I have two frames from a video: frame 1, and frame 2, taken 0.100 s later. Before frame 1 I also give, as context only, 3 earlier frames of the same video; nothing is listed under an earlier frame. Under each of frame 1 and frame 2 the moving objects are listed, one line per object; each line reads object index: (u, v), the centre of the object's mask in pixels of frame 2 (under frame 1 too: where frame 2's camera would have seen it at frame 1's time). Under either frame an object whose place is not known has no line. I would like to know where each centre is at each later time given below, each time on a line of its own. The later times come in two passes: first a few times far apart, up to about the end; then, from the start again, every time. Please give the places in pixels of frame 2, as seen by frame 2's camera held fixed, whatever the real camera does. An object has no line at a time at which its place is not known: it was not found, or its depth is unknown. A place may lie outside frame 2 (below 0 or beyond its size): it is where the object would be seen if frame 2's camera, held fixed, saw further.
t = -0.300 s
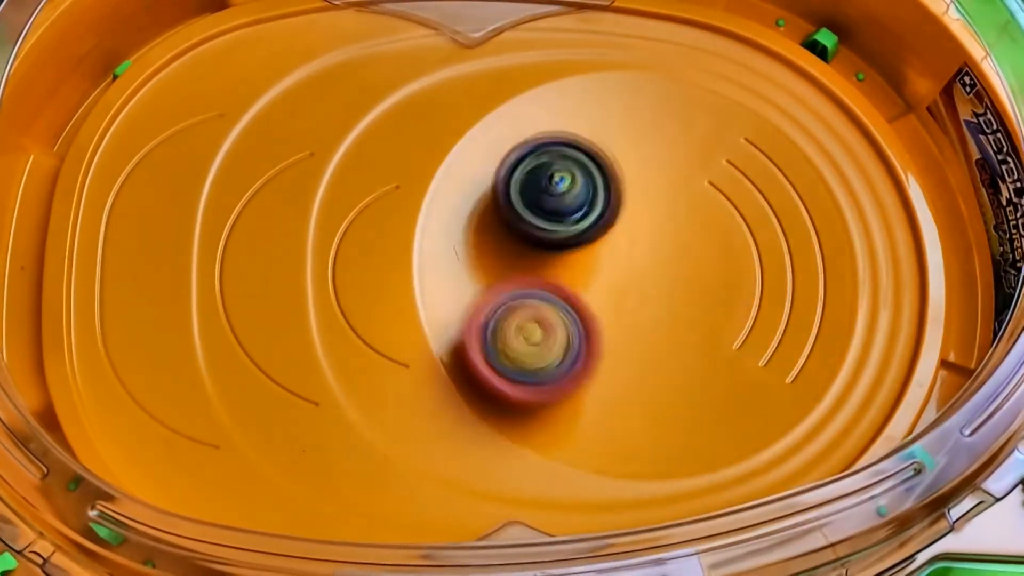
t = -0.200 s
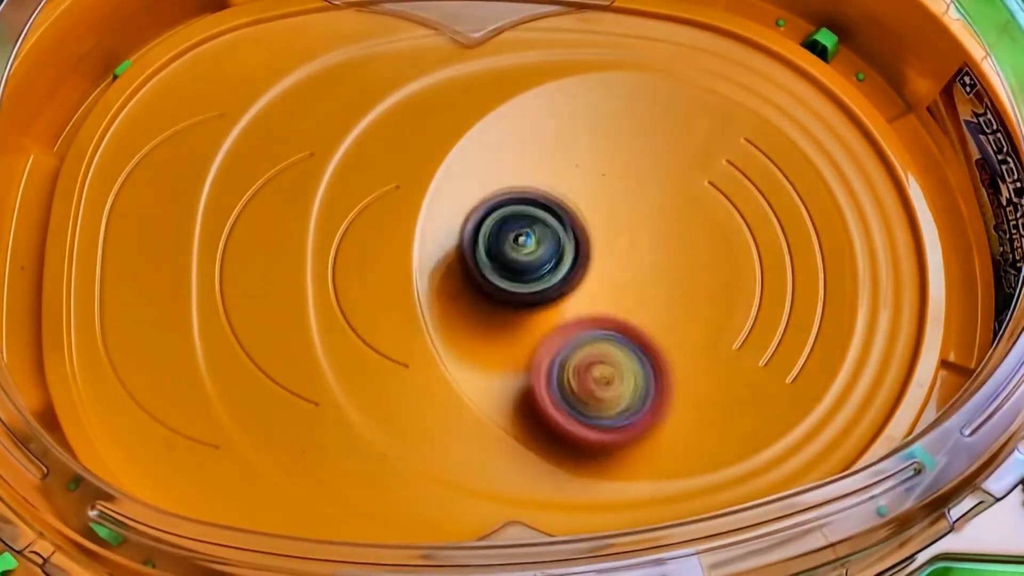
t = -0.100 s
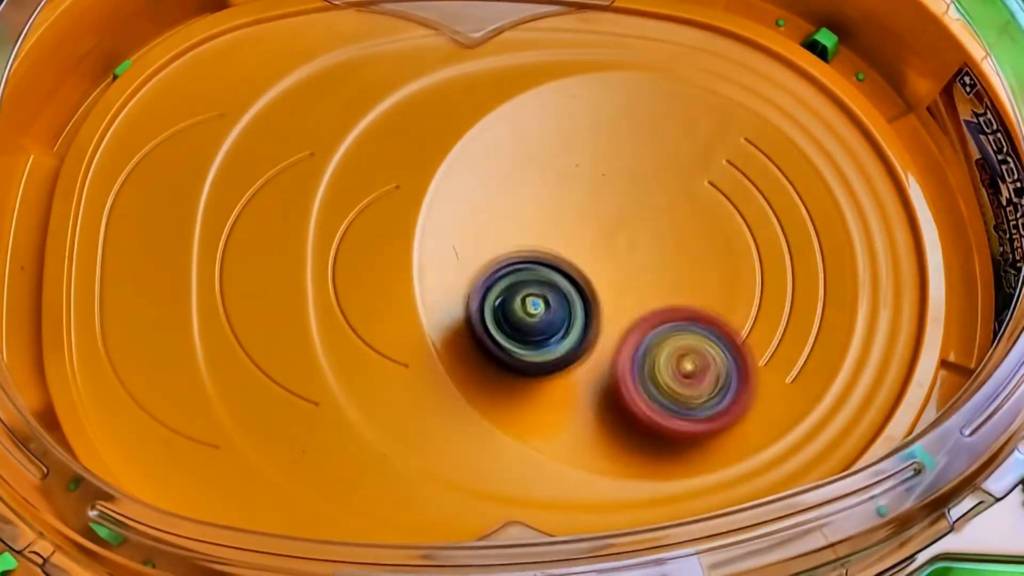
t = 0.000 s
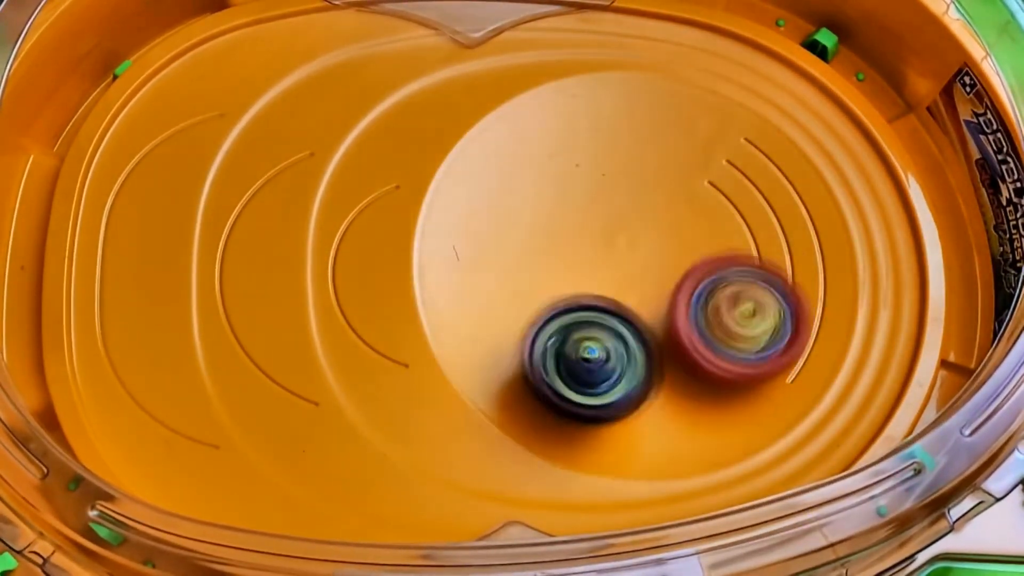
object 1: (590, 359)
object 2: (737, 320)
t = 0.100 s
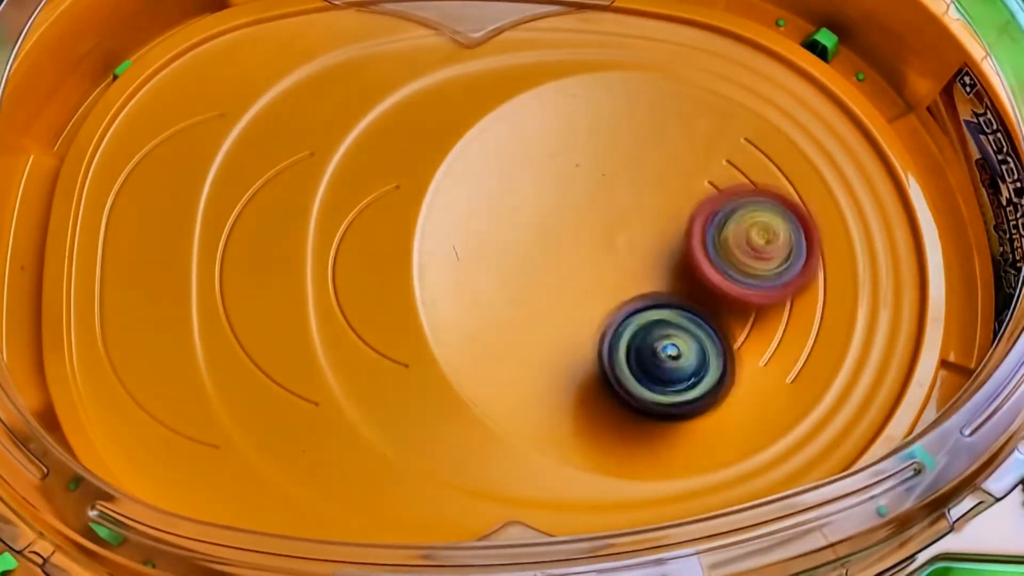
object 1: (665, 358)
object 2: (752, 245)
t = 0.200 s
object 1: (719, 310)
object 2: (725, 175)
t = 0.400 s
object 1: (745, 241)
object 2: (580, 53)
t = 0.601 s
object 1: (756, 255)
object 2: (455, 71)
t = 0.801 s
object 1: (688, 258)
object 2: (418, 111)
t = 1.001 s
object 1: (615, 322)
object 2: (419, 119)
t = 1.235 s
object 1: (648, 342)
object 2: (504, 167)
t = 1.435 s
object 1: (705, 326)
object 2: (551, 169)
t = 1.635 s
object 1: (710, 256)
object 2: (575, 123)
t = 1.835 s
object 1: (615, 258)
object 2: (601, 83)
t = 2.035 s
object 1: (606, 334)
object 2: (601, 82)
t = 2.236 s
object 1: (664, 304)
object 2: (650, 167)
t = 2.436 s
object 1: (599, 326)
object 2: (745, 199)
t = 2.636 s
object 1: (542, 357)
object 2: (766, 269)
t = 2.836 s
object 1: (547, 335)
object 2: (733, 333)
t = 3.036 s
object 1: (588, 241)
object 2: (658, 368)
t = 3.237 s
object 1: (630, 176)
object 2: (579, 345)
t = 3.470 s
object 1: (711, 142)
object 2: (534, 266)
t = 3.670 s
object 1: (751, 162)
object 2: (553, 200)
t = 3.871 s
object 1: (727, 228)
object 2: (613, 165)
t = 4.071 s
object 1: (678, 298)
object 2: (674, 169)
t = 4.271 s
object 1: (608, 307)
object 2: (714, 223)
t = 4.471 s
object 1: (557, 257)
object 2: (702, 287)
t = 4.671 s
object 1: (569, 195)
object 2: (644, 318)
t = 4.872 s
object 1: (630, 168)
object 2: (580, 301)
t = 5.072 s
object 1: (691, 196)
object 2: (553, 248)
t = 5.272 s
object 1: (709, 255)
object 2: (579, 198)
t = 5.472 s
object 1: (665, 304)
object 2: (640, 181)
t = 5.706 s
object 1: (577, 283)
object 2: (704, 226)
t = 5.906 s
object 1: (562, 220)
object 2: (699, 282)
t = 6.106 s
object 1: (608, 180)
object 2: (648, 314)
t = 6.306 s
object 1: (671, 189)
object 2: (589, 297)
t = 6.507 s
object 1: (705, 239)
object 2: (567, 248)
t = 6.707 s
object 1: (685, 294)
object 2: (591, 203)
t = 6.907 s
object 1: (619, 315)
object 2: (645, 186)
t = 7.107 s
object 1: (576, 281)
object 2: (687, 217)
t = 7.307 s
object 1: (575, 223)
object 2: (703, 266)
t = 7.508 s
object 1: (603, 161)
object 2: (689, 338)
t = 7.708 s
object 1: (644, 181)
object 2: (639, 318)
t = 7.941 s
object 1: (710, 198)
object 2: (488, 307)
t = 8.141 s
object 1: (663, 234)
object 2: (504, 300)
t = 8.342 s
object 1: (683, 261)
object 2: (505, 249)
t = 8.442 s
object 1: (699, 266)
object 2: (513, 241)
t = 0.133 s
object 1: (686, 346)
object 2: (746, 220)
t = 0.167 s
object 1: (705, 329)
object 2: (738, 197)
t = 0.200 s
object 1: (719, 310)
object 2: (725, 175)
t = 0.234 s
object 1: (728, 289)
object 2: (710, 158)
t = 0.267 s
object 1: (733, 265)
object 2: (691, 143)
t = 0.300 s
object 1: (733, 241)
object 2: (671, 132)
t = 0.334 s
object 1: (731, 220)
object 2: (648, 122)
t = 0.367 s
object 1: (740, 231)
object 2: (613, 85)
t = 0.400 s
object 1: (745, 241)
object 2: (580, 53)
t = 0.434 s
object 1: (749, 247)
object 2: (549, 37)
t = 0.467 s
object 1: (753, 249)
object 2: (519, 29)
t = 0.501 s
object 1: (757, 253)
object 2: (502, 29)
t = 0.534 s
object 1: (758, 254)
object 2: (482, 41)
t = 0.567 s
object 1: (759, 255)
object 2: (467, 54)
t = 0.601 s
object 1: (756, 255)
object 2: (455, 71)
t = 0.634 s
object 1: (751, 256)
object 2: (445, 87)
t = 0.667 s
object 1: (743, 256)
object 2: (437, 100)
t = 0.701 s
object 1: (734, 255)
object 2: (430, 109)
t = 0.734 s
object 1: (720, 254)
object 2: (426, 113)
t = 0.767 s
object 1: (705, 255)
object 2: (422, 113)
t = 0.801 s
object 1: (688, 258)
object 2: (418, 111)
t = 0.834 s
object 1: (672, 264)
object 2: (414, 110)
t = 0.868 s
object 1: (657, 274)
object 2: (412, 110)
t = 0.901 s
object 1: (643, 284)
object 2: (411, 112)
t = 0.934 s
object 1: (630, 297)
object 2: (411, 113)
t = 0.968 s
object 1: (621, 309)
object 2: (414, 116)
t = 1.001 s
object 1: (615, 322)
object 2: (419, 119)
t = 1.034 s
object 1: (614, 335)
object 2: (425, 122)
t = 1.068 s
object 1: (616, 346)
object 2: (433, 124)
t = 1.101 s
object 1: (622, 354)
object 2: (445, 125)
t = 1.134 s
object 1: (628, 356)
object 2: (458, 128)
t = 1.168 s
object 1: (635, 355)
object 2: (473, 136)
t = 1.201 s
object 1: (642, 351)
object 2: (489, 149)
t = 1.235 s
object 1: (648, 342)
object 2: (504, 167)
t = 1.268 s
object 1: (652, 329)
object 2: (519, 188)
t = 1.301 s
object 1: (652, 314)
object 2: (534, 208)
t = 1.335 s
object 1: (658, 311)
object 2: (544, 210)
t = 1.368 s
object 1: (678, 323)
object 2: (544, 193)
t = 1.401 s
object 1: (693, 327)
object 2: (548, 179)
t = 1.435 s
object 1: (705, 326)
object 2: (551, 169)
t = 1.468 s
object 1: (717, 321)
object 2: (555, 158)
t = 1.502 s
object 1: (725, 312)
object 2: (559, 149)
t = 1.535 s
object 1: (728, 300)
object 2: (563, 140)
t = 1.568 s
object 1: (727, 286)
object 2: (567, 133)
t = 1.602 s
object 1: (721, 271)
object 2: (570, 128)
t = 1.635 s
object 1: (710, 256)
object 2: (575, 123)
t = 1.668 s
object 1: (693, 244)
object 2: (580, 120)
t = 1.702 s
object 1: (675, 234)
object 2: (587, 119)
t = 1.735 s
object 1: (659, 228)
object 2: (595, 119)
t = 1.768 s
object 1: (642, 235)
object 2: (600, 107)
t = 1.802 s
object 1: (627, 247)
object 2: (601, 94)
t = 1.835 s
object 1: (615, 258)
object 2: (601, 83)
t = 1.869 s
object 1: (604, 271)
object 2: (600, 76)
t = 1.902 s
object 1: (598, 285)
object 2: (599, 72)
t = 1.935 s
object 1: (595, 299)
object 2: (599, 69)
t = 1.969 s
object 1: (595, 312)
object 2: (600, 69)
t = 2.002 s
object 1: (599, 324)
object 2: (601, 73)
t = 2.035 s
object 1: (606, 334)
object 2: (601, 82)
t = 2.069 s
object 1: (615, 341)
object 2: (605, 94)
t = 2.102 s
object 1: (628, 343)
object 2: (611, 108)
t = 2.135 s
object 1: (639, 340)
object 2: (618, 122)
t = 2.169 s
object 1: (651, 331)
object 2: (627, 137)
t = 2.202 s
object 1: (660, 319)
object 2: (638, 153)
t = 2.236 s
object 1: (664, 304)
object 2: (650, 167)
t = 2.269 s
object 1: (660, 291)
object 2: (662, 176)
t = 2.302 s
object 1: (646, 296)
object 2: (686, 175)
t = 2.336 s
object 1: (629, 302)
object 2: (710, 176)
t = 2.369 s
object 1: (617, 310)
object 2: (727, 181)
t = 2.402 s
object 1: (608, 318)
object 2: (737, 189)
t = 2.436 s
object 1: (599, 326)
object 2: (745, 199)
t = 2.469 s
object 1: (588, 334)
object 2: (753, 208)
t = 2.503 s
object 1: (579, 340)
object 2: (759, 220)
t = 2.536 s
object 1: (569, 345)
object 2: (763, 232)
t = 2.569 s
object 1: (560, 349)
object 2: (766, 244)
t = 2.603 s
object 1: (549, 354)
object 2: (766, 256)
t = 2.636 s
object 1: (542, 357)
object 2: (766, 269)
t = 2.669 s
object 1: (538, 359)
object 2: (764, 281)
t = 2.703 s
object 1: (535, 356)
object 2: (760, 293)
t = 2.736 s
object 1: (534, 354)
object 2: (755, 304)
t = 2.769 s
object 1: (537, 351)
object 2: (749, 314)
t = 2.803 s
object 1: (542, 343)
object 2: (741, 324)
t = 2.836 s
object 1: (547, 335)
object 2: (733, 333)
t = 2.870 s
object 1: (555, 323)
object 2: (723, 340)
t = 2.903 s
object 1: (564, 309)
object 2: (711, 347)
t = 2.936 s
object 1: (570, 293)
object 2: (699, 354)
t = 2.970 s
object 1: (577, 275)
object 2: (686, 360)
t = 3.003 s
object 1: (583, 256)
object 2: (673, 365)
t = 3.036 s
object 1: (588, 241)
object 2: (658, 368)
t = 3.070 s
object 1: (593, 228)
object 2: (644, 369)
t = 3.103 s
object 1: (599, 217)
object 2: (631, 367)
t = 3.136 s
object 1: (605, 205)
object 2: (617, 364)
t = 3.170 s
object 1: (613, 195)
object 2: (604, 359)
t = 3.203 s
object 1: (621, 185)
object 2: (591, 353)
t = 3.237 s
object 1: (630, 176)
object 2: (579, 345)
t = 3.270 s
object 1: (641, 168)
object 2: (568, 336)
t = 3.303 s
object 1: (651, 161)
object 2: (559, 325)
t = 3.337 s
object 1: (662, 155)
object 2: (551, 314)
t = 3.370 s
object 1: (675, 150)
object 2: (544, 303)
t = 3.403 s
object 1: (686, 146)
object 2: (539, 290)
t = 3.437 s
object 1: (698, 144)
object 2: (536, 278)
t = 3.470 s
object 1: (711, 142)
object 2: (534, 266)
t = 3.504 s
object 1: (722, 141)
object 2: (533, 253)
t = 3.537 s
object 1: (734, 142)
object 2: (535, 243)
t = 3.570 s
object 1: (745, 147)
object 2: (537, 230)
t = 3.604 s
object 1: (751, 153)
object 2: (541, 220)
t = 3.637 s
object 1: (752, 158)
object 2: (548, 209)
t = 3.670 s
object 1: (751, 162)
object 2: (553, 200)
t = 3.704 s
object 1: (756, 166)
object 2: (562, 193)
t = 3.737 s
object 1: (754, 177)
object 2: (571, 184)
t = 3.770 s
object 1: (751, 188)
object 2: (580, 178)
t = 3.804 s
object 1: (742, 203)
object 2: (591, 172)
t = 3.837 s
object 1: (735, 215)
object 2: (601, 168)
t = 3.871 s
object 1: (727, 228)
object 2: (613, 165)
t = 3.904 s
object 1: (719, 243)
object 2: (623, 161)
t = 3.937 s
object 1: (710, 259)
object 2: (633, 158)
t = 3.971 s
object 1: (702, 271)
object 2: (644, 157)
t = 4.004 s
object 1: (695, 281)
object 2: (653, 159)
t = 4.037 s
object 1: (688, 289)
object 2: (664, 164)
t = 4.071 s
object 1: (678, 298)
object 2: (674, 169)
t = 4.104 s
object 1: (669, 303)
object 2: (684, 176)
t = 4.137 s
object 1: (658, 308)
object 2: (692, 183)
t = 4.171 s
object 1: (646, 310)
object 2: (699, 193)
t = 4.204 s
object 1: (633, 310)
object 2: (707, 202)
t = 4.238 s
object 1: (620, 310)
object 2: (711, 213)
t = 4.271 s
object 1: (608, 307)
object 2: (714, 223)
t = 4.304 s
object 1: (597, 302)
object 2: (716, 235)
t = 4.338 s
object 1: (587, 297)
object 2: (716, 246)
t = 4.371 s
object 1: (577, 287)
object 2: (715, 257)
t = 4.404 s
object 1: (568, 279)
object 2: (712, 268)
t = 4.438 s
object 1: (562, 269)
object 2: (708, 278)
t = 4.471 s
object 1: (557, 257)
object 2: (702, 287)
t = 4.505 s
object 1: (555, 247)
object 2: (694, 295)
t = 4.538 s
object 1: (554, 235)
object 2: (685, 302)
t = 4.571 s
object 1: (555, 224)
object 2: (676, 308)
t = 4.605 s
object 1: (559, 214)
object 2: (666, 313)
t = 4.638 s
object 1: (563, 204)
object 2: (656, 316)
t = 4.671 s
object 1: (569, 195)
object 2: (644, 318)
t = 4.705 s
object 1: (577, 186)
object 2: (632, 319)
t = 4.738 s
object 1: (586, 181)
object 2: (621, 319)
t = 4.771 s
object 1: (596, 176)
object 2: (609, 316)
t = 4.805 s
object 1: (606, 172)
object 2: (599, 312)
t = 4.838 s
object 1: (618, 170)
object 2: (589, 307)
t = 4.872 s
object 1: (630, 168)
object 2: (580, 301)
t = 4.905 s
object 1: (640, 170)
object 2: (572, 294)
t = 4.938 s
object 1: (653, 172)
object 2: (565, 286)
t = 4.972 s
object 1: (664, 176)
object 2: (560, 278)
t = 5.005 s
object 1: (674, 182)
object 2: (557, 268)
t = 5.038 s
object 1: (683, 187)
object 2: (554, 258)
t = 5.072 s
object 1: (691, 196)
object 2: (553, 248)
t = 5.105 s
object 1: (699, 205)
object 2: (554, 239)
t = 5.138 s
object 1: (703, 213)
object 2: (555, 229)
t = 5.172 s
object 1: (707, 224)
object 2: (560, 221)
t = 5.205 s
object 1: (709, 234)
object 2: (564, 212)
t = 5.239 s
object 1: (709, 245)
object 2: (572, 206)
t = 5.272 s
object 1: (709, 255)
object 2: (579, 198)
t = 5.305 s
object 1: (704, 265)
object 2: (588, 192)
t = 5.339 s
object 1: (700, 275)
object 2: (598, 187)
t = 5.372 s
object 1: (693, 284)
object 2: (608, 184)
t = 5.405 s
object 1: (684, 292)
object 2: (619, 181)
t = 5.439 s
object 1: (676, 299)
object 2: (629, 181)
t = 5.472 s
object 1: (665, 304)
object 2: (640, 181)
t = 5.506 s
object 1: (654, 307)
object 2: (650, 184)
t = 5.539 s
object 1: (641, 308)
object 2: (661, 186)
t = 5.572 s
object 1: (630, 309)
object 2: (669, 190)
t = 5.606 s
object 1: (617, 308)
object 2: (678, 195)
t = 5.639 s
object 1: (594, 298)
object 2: (693, 208)
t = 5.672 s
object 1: (585, 291)
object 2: (699, 217)
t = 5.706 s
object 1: (577, 283)
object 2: (704, 226)
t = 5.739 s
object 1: (569, 273)
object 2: (706, 235)
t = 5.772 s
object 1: (565, 264)
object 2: (708, 245)
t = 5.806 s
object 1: (561, 253)
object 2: (708, 255)
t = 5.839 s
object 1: (559, 241)
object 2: (706, 265)
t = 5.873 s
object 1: (560, 232)
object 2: (703, 274)
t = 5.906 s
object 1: (562, 220)
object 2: (699, 282)
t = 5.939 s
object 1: (567, 211)
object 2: (693, 290)
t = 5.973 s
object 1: (572, 202)
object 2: (685, 297)
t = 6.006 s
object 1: (579, 196)
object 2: (678, 304)
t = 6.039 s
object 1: (588, 189)
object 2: (668, 308)
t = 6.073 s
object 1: (597, 184)
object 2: (659, 312)
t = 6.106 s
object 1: (608, 180)
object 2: (648, 314)
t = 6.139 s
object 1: (618, 178)
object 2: (638, 316)
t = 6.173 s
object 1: (630, 178)
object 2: (626, 315)
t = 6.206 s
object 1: (641, 177)
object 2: (616, 312)
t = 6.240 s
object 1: (651, 181)
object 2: (605, 308)
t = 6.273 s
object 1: (662, 184)
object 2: (597, 303)
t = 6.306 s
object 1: (671, 189)
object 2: (589, 297)
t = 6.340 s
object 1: (681, 196)
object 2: (581, 290)
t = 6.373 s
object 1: (688, 202)
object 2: (576, 283)
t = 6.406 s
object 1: (695, 211)
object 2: (571, 274)
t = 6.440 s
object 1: (699, 219)
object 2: (568, 266)
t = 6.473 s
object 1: (703, 229)
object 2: (567, 256)
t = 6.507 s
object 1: (705, 239)
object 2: (567, 248)
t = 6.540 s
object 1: (705, 250)
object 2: (568, 238)
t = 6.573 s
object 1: (706, 259)
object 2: (569, 230)
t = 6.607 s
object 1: (702, 269)
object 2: (571, 221)
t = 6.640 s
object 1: (699, 278)
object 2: (577, 215)
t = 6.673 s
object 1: (693, 287)
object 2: (583, 207)
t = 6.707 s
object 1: (685, 294)
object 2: (591, 203)
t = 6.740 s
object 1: (677, 299)
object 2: (599, 199)
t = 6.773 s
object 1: (667, 304)
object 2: (608, 196)
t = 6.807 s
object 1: (656, 307)
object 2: (617, 193)
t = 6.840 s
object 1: (643, 312)
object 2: (626, 190)
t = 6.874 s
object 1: (629, 315)
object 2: (635, 186)
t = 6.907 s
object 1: (619, 315)
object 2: (645, 186)
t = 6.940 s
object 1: (611, 313)
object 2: (654, 188)
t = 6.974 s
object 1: (602, 310)
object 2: (662, 192)
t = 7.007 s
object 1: (595, 306)
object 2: (670, 197)
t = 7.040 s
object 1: (585, 299)
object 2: (678, 202)
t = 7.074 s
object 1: (580, 292)
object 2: (683, 210)
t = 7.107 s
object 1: (576, 281)
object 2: (687, 217)
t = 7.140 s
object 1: (573, 273)
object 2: (691, 225)
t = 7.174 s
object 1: (572, 263)
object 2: (695, 233)
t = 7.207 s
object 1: (565, 254)
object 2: (703, 242)
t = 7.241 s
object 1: (564, 243)
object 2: (705, 252)
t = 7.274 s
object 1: (569, 232)
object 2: (705, 259)
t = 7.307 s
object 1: (575, 223)
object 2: (703, 266)
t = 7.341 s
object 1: (582, 218)
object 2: (699, 273)
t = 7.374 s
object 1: (589, 210)
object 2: (695, 279)
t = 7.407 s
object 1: (590, 193)
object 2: (696, 293)
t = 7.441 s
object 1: (591, 178)
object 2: (698, 313)
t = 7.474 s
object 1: (595, 165)
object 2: (696, 328)
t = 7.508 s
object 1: (603, 161)
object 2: (689, 338)
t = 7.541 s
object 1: (609, 160)
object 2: (682, 342)
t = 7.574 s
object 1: (615, 162)
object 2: (675, 343)
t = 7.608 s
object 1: (622, 163)
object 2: (668, 340)
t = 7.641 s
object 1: (629, 168)
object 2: (660, 335)
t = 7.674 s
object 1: (637, 171)
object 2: (650, 328)
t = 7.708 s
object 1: (644, 181)
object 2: (639, 318)
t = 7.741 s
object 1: (652, 189)
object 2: (627, 309)
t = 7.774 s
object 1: (661, 193)
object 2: (608, 303)
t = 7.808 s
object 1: (680, 184)
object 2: (576, 308)
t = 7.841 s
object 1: (696, 180)
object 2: (549, 311)
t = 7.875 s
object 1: (705, 182)
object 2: (523, 310)
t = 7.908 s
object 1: (709, 187)
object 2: (504, 309)
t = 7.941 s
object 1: (710, 198)
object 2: (488, 307)
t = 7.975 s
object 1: (704, 205)
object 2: (481, 306)
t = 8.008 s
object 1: (700, 210)
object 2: (476, 304)
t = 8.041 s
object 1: (692, 215)
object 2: (478, 302)
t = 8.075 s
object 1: (683, 222)
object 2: (484, 301)
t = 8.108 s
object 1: (674, 227)
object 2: (494, 301)
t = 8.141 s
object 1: (663, 234)
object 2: (504, 300)
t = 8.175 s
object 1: (649, 239)
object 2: (516, 297)
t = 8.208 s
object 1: (635, 244)
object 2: (526, 294)
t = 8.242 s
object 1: (631, 245)
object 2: (526, 278)
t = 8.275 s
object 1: (644, 252)
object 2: (517, 265)
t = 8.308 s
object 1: (667, 257)
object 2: (509, 257)
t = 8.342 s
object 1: (683, 261)
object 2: (505, 249)
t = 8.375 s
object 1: (693, 266)
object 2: (505, 244)
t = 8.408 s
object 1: (696, 267)
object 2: (508, 241)
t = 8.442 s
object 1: (699, 266)
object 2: (513, 241)
